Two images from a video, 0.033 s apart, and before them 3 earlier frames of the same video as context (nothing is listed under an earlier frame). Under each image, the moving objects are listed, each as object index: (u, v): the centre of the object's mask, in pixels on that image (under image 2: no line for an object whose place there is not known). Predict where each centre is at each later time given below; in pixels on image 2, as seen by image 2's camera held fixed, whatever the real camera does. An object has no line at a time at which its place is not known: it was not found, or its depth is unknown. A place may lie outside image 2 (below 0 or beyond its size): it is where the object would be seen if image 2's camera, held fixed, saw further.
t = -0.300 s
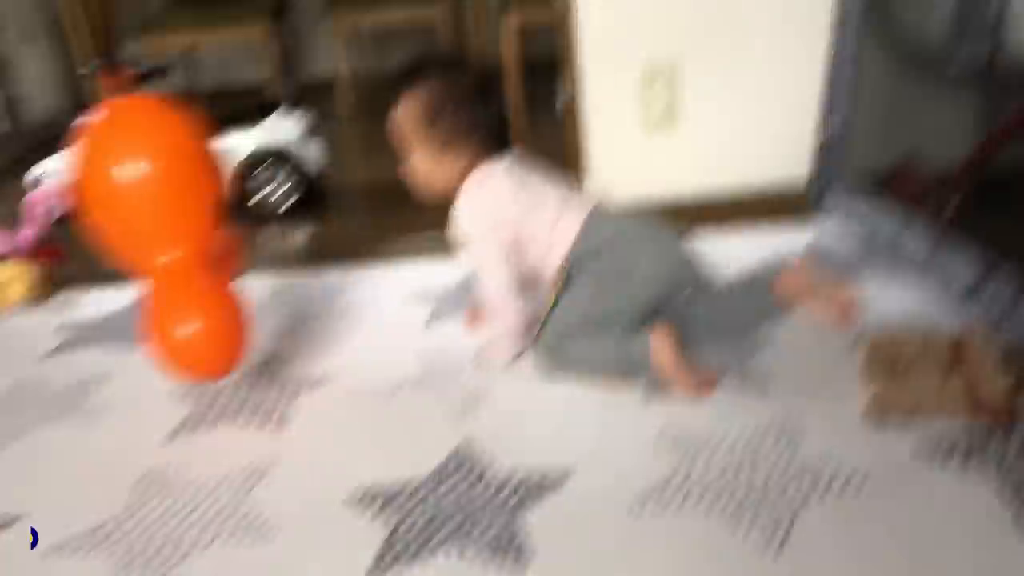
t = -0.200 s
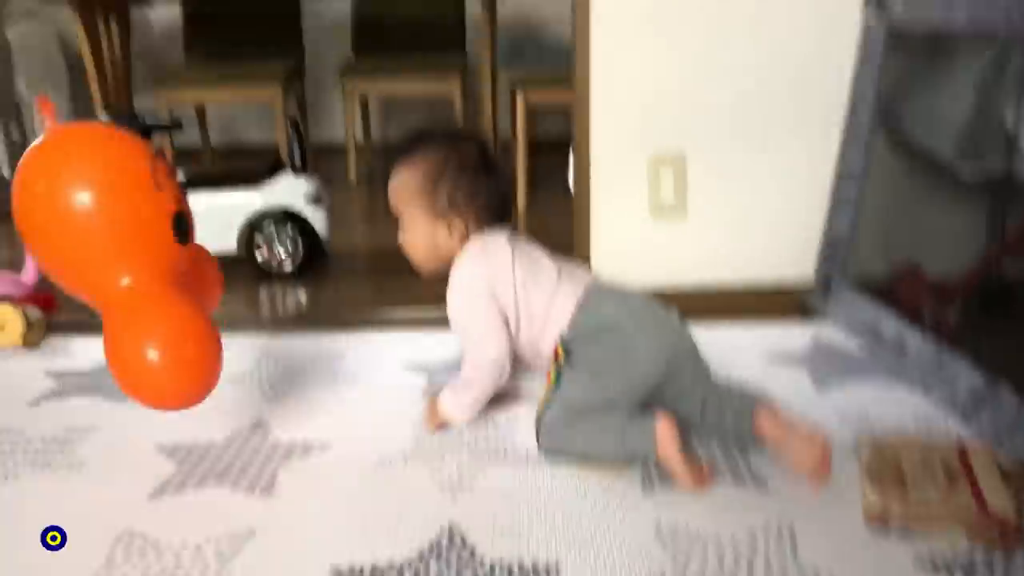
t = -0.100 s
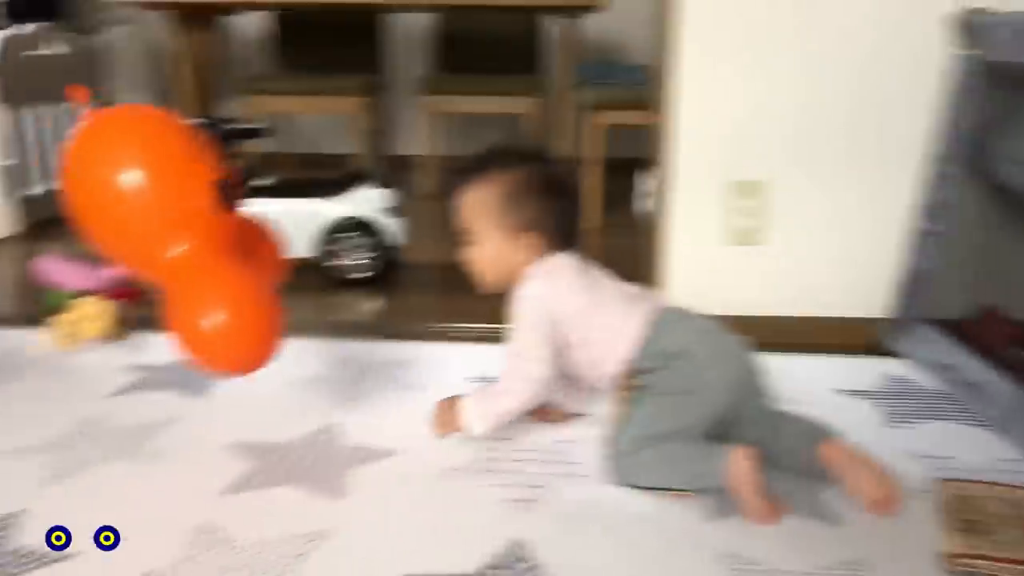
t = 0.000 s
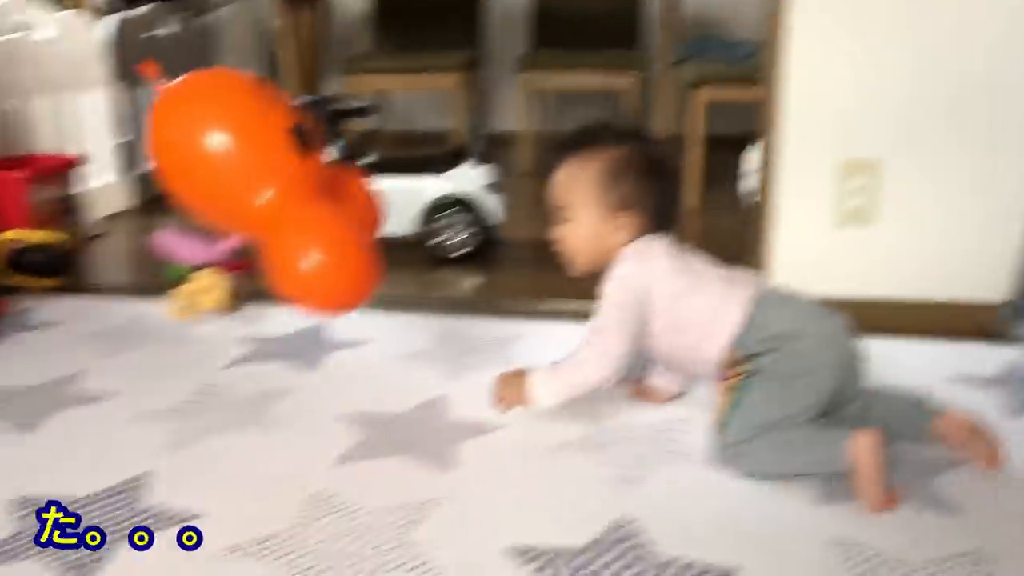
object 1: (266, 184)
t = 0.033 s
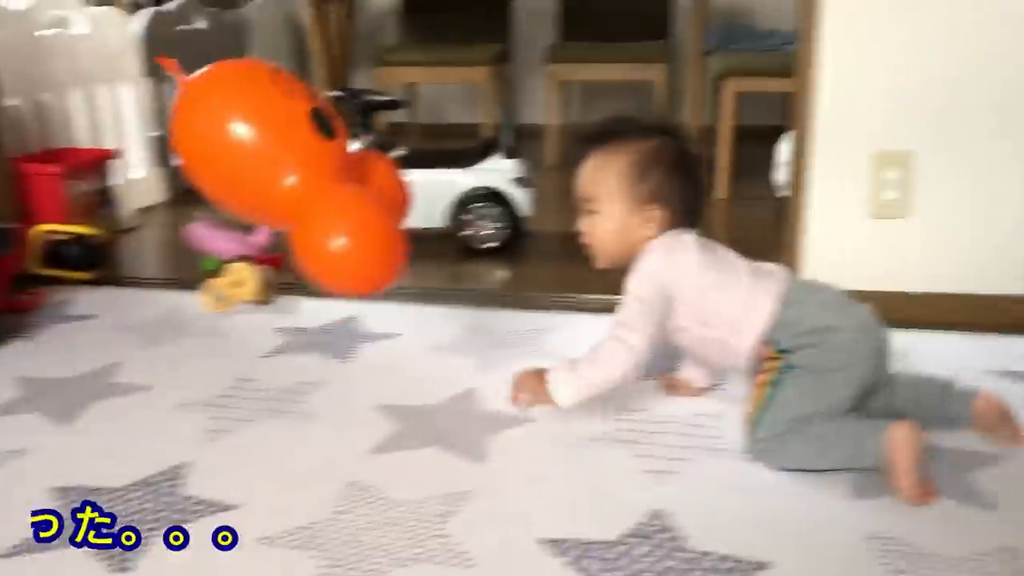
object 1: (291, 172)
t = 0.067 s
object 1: (284, 166)
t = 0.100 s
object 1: (278, 160)
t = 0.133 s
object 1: (271, 154)
